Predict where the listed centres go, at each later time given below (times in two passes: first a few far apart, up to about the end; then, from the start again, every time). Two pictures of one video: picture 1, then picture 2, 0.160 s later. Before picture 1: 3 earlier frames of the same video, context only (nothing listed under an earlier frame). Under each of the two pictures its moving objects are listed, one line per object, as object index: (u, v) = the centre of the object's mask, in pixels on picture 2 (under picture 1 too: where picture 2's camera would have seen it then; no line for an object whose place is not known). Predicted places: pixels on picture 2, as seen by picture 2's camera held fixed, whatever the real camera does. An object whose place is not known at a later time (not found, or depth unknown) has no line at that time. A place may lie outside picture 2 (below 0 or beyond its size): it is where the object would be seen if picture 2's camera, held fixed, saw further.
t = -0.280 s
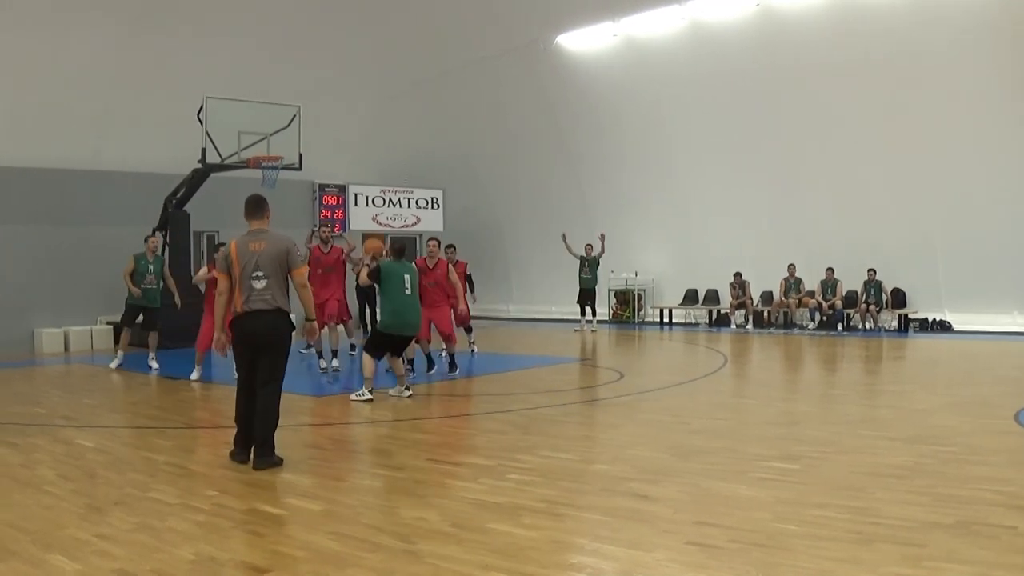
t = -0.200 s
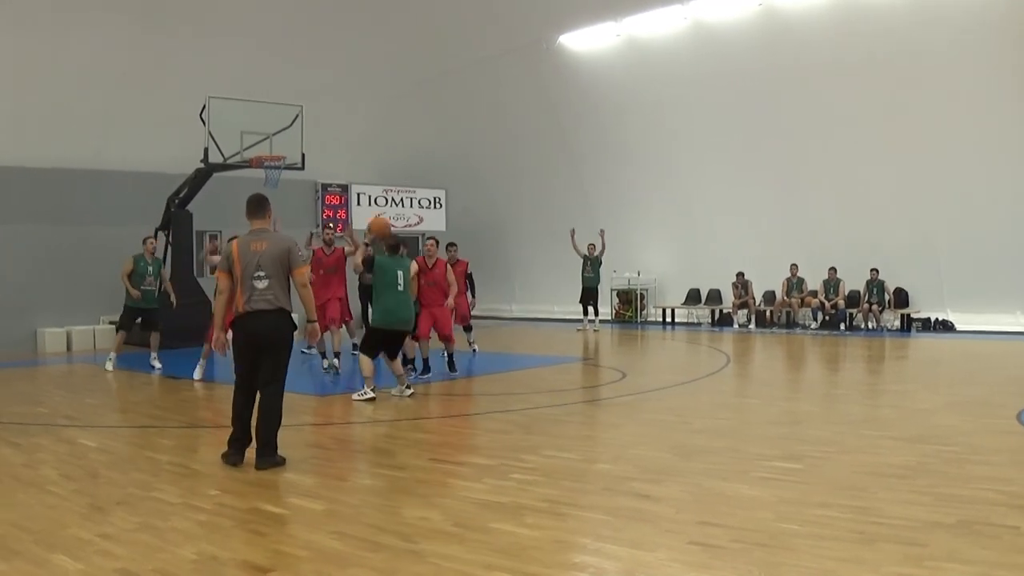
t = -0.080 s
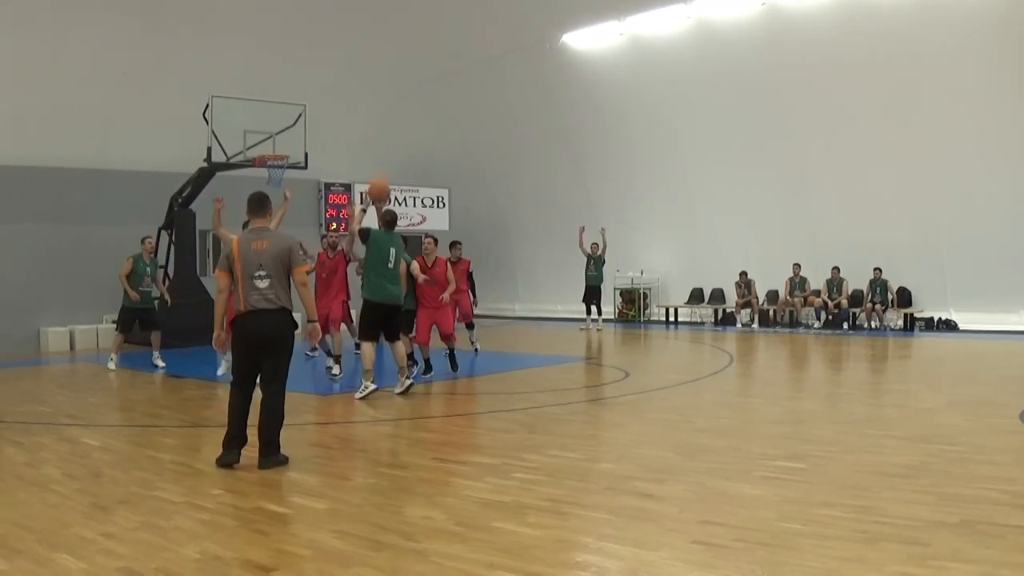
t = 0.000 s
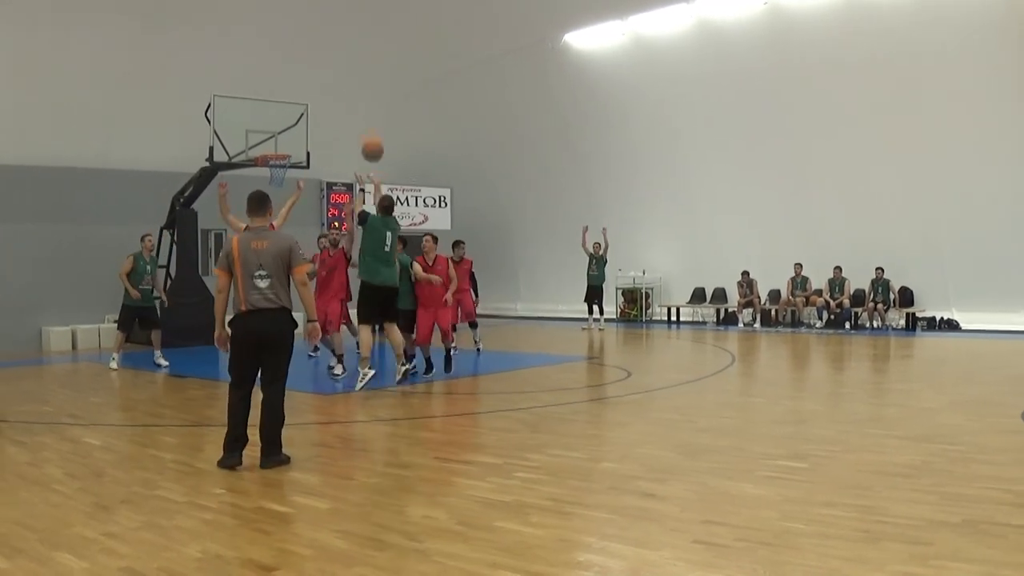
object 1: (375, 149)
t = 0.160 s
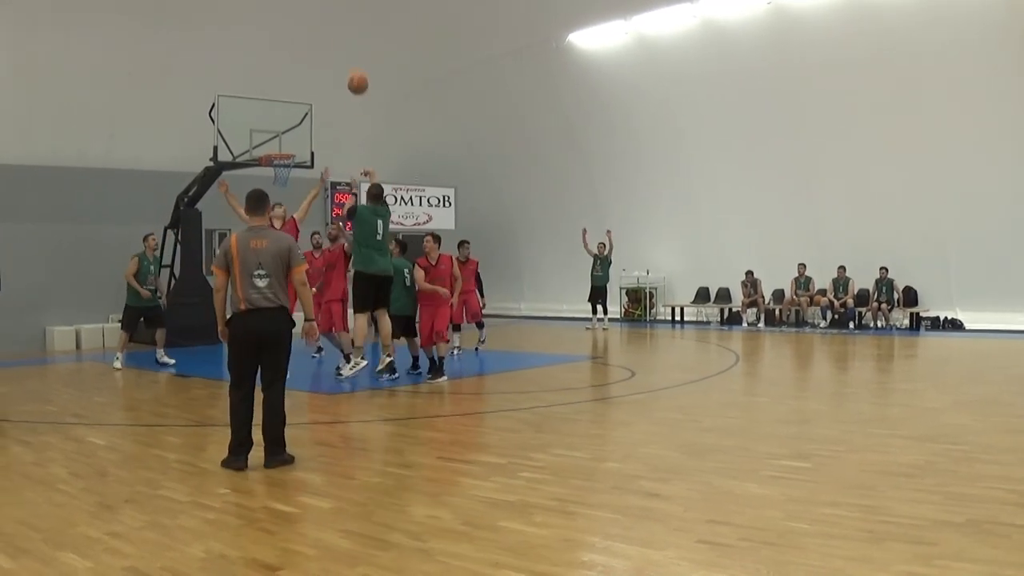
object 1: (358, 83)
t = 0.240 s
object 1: (350, 61)
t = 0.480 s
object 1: (329, 30)
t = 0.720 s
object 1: (311, 44)
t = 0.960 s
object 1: (294, 93)
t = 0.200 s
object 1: (353, 70)
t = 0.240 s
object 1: (350, 61)
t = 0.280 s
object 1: (346, 52)
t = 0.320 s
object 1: (343, 45)
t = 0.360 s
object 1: (339, 39)
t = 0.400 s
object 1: (336, 35)
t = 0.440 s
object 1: (332, 33)
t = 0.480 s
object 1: (329, 30)
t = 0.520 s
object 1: (326, 30)
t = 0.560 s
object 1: (323, 30)
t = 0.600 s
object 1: (319, 33)
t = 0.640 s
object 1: (317, 36)
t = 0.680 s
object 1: (314, 39)
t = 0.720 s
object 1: (311, 44)
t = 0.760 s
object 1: (308, 50)
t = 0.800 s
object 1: (305, 57)
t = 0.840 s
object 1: (302, 64)
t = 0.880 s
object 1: (300, 73)
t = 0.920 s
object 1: (297, 82)
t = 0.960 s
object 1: (294, 93)
